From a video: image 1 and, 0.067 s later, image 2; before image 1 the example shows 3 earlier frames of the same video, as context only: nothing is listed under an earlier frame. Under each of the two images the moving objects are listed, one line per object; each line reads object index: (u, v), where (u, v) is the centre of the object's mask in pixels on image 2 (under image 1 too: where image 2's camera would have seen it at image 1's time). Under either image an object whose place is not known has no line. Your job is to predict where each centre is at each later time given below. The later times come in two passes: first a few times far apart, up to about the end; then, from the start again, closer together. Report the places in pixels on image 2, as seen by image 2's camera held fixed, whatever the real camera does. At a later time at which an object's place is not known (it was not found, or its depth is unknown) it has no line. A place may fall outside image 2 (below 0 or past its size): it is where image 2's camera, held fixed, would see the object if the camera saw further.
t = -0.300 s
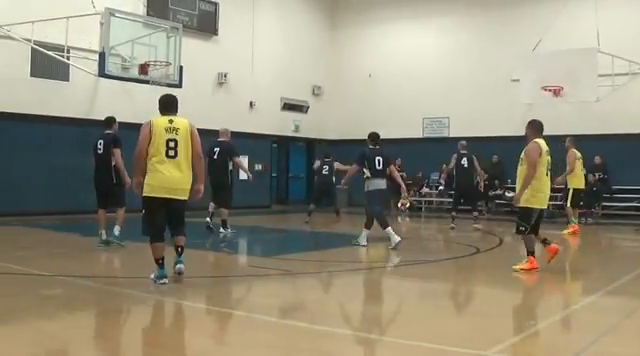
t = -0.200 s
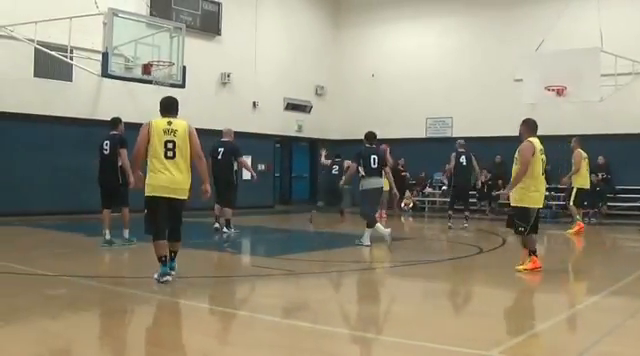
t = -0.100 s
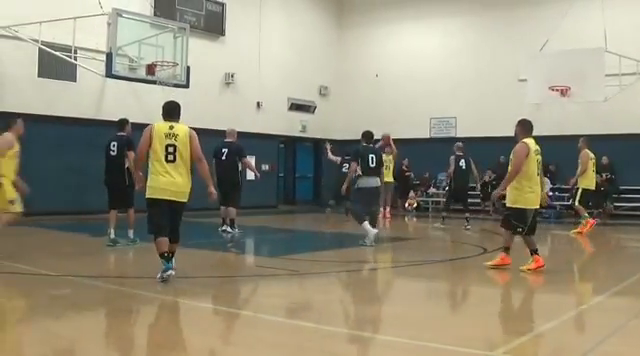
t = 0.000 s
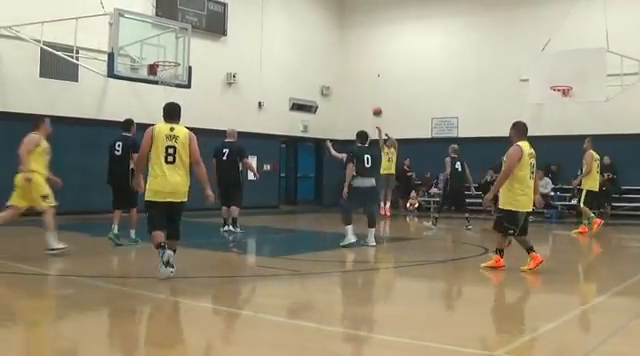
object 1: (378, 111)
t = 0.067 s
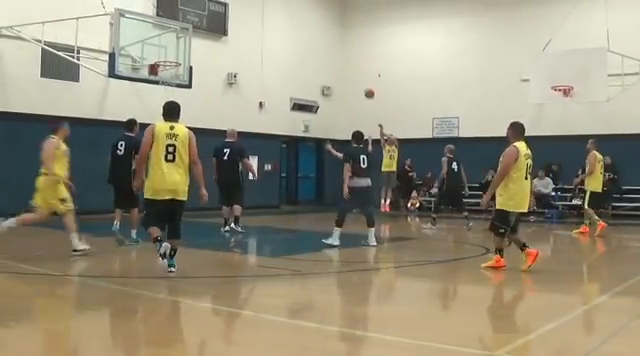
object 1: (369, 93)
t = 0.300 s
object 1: (336, 42)
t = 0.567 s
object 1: (296, 6)
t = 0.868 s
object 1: (245, 3)
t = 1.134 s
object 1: (194, 35)
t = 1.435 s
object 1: (155, 80)
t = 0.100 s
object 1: (365, 84)
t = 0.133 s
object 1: (360, 77)
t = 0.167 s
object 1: (356, 69)
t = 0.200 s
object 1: (351, 62)
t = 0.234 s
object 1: (346, 55)
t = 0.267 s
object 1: (341, 48)
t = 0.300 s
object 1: (336, 42)
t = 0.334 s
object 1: (331, 36)
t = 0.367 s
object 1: (327, 31)
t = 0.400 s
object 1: (322, 25)
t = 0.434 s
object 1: (317, 21)
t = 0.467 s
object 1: (312, 17)
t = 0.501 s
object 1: (306, 13)
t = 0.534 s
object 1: (301, 9)
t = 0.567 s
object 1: (296, 6)
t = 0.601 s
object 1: (290, 4)
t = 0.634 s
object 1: (285, 3)
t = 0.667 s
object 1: (280, 2)
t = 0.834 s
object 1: (252, 2)
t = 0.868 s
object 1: (245, 3)
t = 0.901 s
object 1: (239, 4)
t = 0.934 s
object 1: (233, 6)
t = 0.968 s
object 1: (228, 9)
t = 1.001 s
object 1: (221, 11)
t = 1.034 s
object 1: (214, 17)
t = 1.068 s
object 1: (206, 22)
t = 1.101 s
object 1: (199, 28)
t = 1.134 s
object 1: (194, 35)
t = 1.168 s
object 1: (187, 40)
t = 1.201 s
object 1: (179, 49)
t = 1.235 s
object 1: (172, 57)
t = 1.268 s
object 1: (165, 66)
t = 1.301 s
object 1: (159, 72)
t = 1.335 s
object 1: (158, 72)
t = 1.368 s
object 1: (156, 75)
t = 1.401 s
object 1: (156, 76)
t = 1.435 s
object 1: (155, 80)
